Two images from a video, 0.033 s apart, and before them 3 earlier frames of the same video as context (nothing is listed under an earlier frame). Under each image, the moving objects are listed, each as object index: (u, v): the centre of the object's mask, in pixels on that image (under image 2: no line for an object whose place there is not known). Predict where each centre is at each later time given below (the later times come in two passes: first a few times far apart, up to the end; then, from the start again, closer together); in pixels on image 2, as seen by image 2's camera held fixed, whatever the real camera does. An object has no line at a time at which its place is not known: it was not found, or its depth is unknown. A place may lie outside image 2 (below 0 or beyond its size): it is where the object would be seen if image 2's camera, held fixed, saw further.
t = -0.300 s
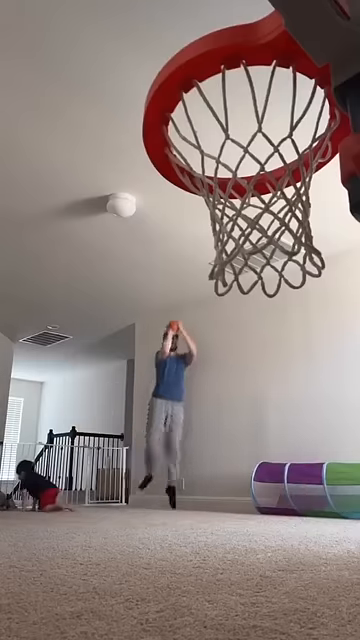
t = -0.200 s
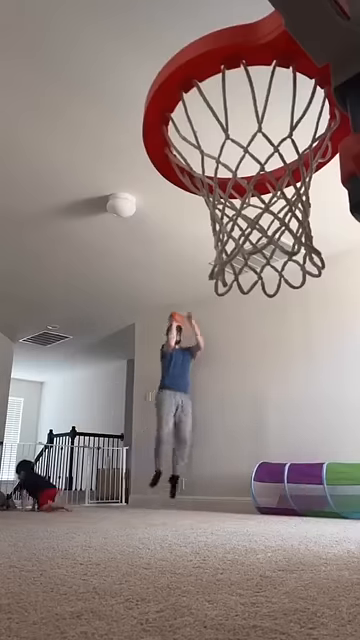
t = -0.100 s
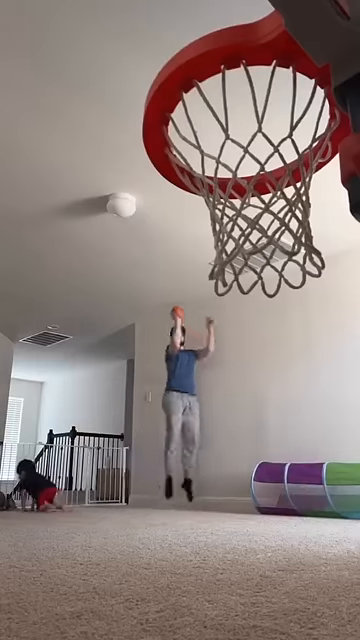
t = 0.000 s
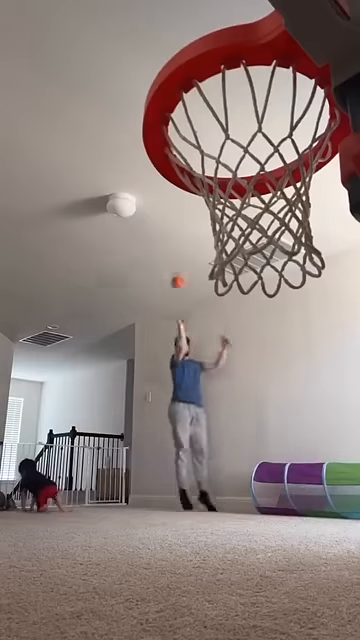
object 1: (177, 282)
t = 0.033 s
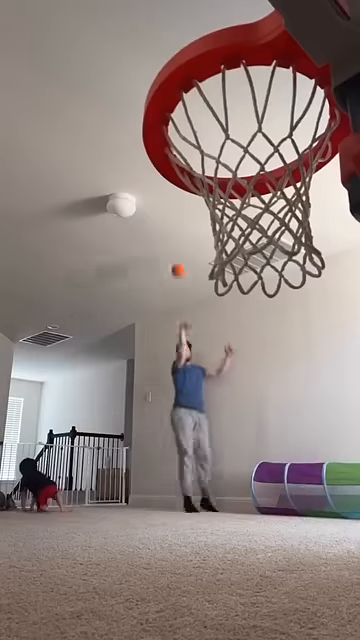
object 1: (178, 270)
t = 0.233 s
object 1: (181, 206)
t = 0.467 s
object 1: (184, 143)
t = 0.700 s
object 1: (204, 129)
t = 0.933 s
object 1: (272, 243)
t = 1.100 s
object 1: (212, 389)
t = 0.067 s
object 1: (179, 258)
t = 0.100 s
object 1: (179, 248)
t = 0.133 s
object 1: (179, 236)
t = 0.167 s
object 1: (179, 225)
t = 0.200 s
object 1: (180, 215)
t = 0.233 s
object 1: (181, 206)
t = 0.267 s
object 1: (181, 197)
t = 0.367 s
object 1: (187, 162)
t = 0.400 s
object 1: (186, 156)
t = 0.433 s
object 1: (185, 151)
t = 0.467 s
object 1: (184, 143)
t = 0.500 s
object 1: (185, 136)
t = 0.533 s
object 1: (187, 130)
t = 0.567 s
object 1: (188, 125)
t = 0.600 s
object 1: (190, 122)
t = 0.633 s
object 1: (191, 123)
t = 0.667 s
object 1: (195, 126)
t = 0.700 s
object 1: (204, 129)
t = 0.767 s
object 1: (284, 123)
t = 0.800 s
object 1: (292, 146)
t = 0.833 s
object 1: (296, 169)
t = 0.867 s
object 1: (291, 198)
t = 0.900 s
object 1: (283, 222)
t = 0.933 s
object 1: (272, 243)
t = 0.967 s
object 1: (258, 265)
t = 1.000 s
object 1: (245, 286)
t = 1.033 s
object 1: (233, 314)
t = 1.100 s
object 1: (212, 389)
